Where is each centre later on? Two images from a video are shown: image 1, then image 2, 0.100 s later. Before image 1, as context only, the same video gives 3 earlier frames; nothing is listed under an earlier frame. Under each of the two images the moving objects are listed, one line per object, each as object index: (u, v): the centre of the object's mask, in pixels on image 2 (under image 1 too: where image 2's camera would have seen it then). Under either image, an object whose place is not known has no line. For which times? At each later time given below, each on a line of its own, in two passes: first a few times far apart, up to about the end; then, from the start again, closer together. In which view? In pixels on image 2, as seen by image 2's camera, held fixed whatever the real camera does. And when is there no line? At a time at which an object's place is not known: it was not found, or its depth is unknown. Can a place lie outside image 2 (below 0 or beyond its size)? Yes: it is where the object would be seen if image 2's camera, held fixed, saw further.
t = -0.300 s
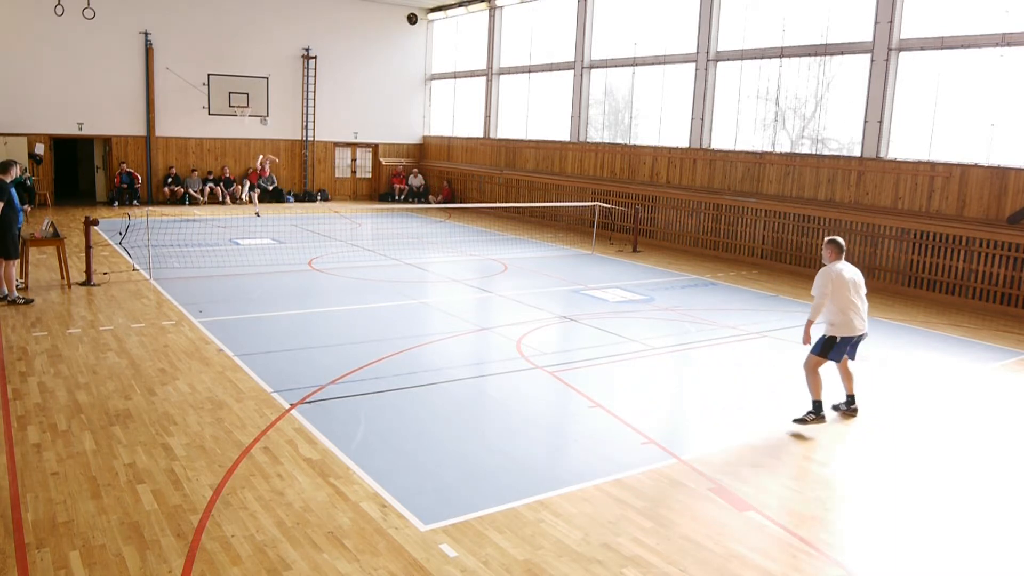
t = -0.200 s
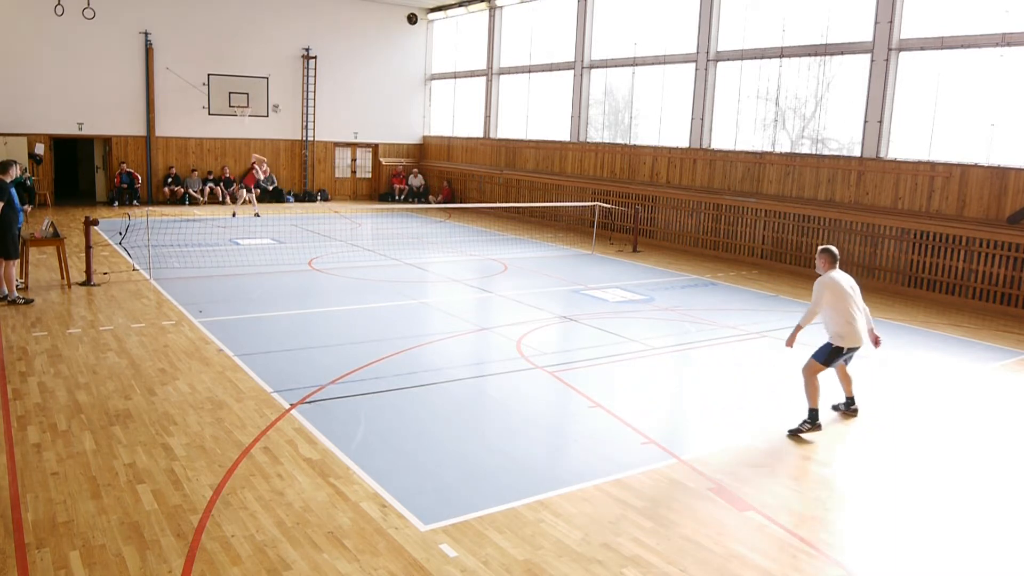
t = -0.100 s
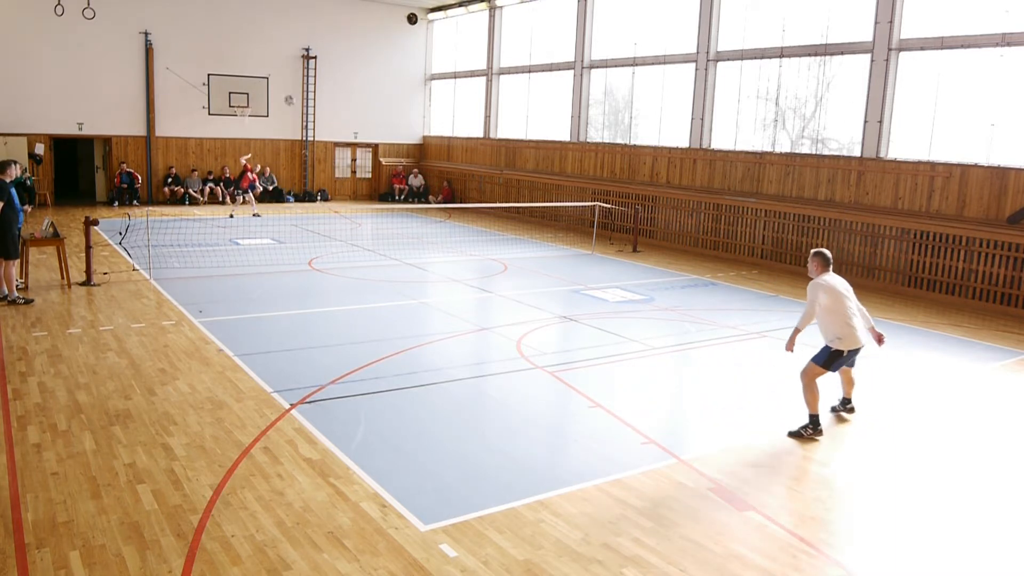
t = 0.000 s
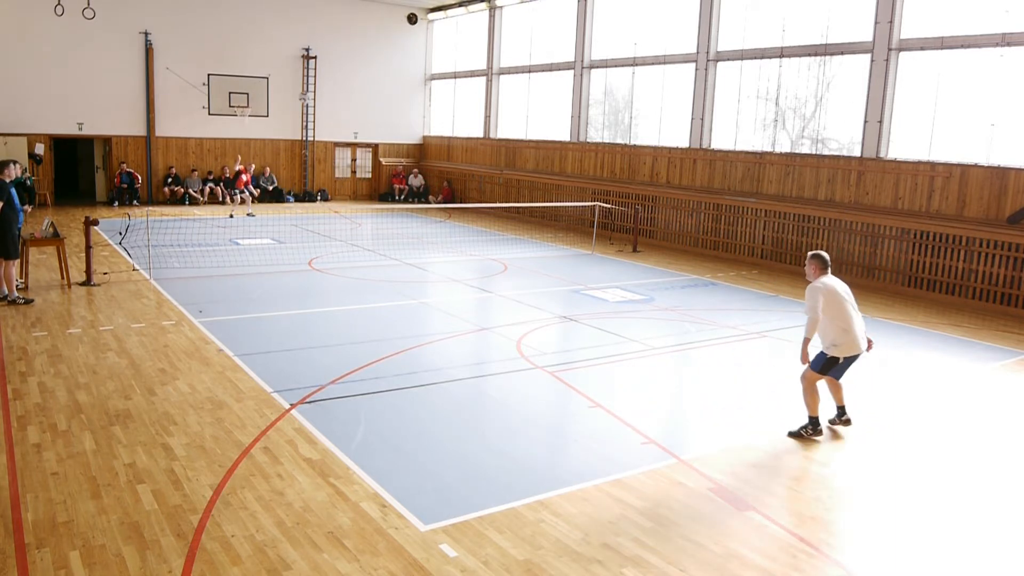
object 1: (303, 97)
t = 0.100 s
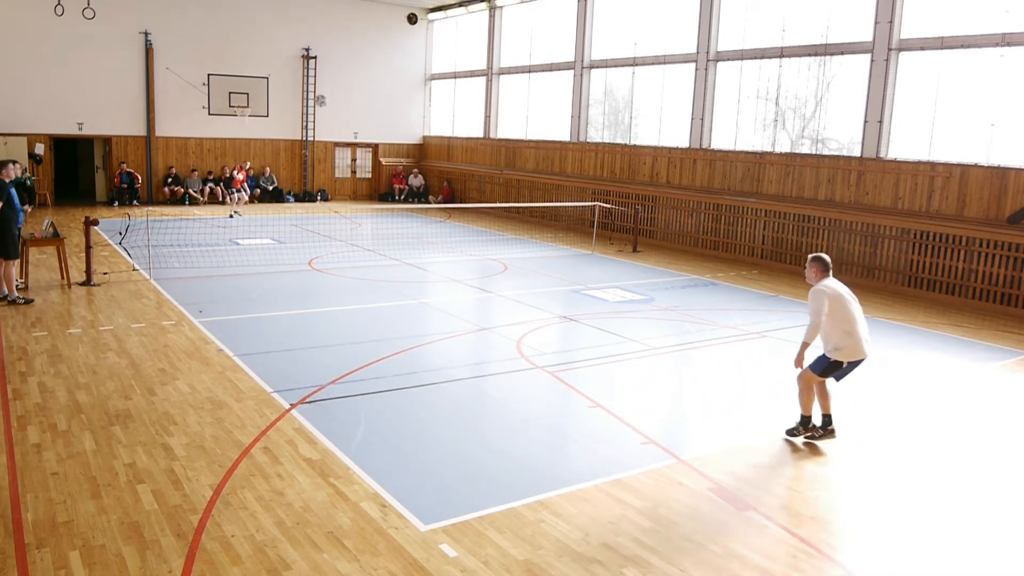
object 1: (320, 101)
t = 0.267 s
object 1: (354, 126)
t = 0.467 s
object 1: (404, 196)
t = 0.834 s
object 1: (539, 314)
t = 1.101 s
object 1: (694, 246)
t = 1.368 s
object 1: (981, 288)
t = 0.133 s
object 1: (326, 103)
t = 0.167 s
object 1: (332, 107)
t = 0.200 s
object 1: (339, 112)
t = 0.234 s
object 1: (346, 118)
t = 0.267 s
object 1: (354, 126)
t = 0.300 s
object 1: (360, 133)
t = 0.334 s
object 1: (369, 143)
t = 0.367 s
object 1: (378, 154)
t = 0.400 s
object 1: (386, 167)
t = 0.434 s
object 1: (394, 183)
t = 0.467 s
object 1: (404, 196)
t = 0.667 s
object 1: (474, 347)
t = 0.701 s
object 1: (487, 365)
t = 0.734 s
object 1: (499, 352)
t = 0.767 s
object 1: (511, 339)
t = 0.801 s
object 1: (525, 326)
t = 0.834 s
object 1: (539, 314)
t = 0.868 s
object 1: (554, 302)
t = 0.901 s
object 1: (571, 291)
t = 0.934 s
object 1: (588, 281)
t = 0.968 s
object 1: (606, 272)
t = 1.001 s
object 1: (626, 263)
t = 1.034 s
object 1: (648, 256)
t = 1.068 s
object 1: (670, 250)
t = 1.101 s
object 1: (694, 246)
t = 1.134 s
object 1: (721, 242)
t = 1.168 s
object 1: (749, 241)
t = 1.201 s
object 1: (781, 241)
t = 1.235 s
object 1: (814, 245)
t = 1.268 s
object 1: (850, 250)
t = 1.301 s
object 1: (890, 259)
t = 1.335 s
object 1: (934, 271)
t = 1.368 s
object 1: (981, 288)
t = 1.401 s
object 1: (1014, 307)
